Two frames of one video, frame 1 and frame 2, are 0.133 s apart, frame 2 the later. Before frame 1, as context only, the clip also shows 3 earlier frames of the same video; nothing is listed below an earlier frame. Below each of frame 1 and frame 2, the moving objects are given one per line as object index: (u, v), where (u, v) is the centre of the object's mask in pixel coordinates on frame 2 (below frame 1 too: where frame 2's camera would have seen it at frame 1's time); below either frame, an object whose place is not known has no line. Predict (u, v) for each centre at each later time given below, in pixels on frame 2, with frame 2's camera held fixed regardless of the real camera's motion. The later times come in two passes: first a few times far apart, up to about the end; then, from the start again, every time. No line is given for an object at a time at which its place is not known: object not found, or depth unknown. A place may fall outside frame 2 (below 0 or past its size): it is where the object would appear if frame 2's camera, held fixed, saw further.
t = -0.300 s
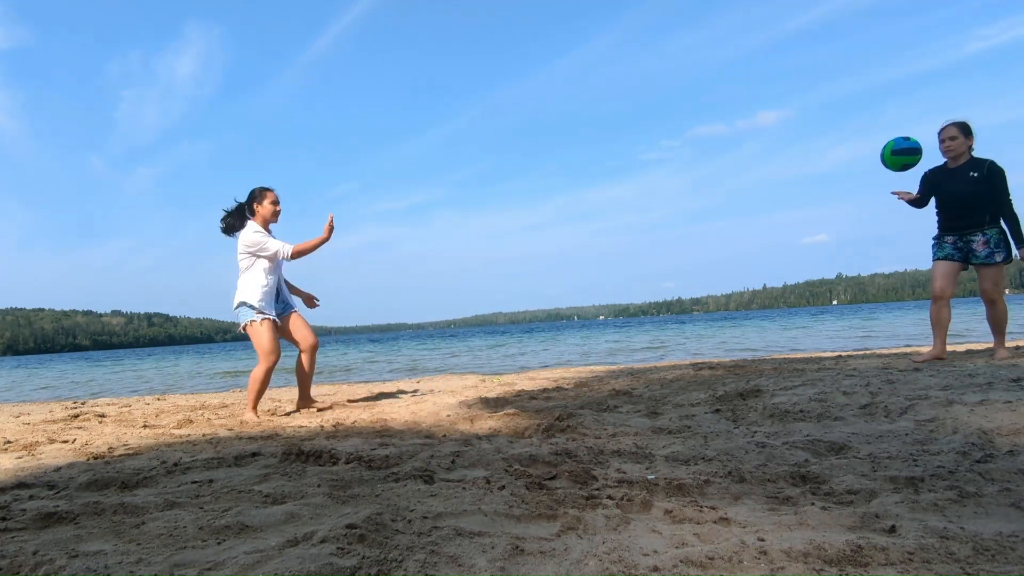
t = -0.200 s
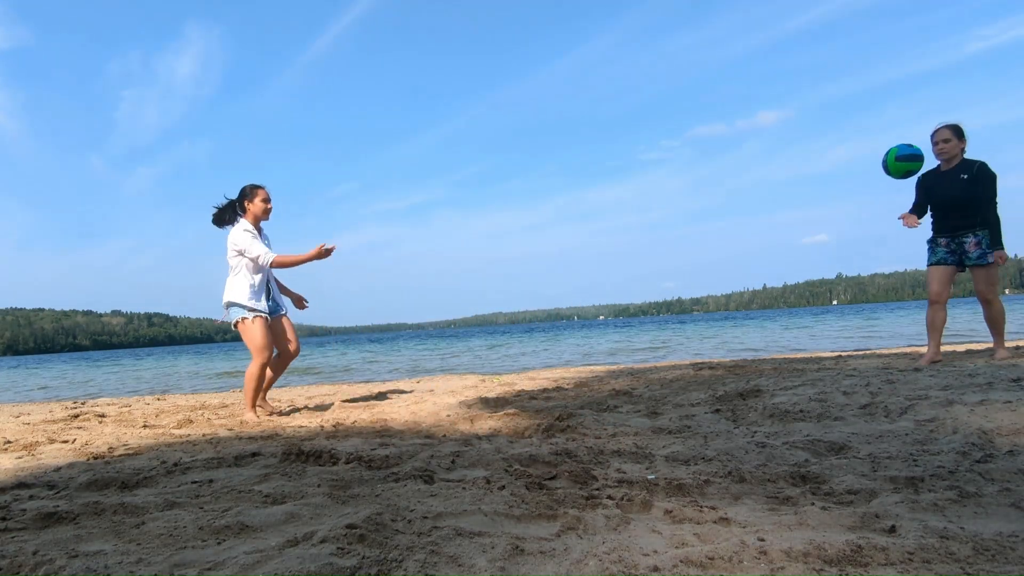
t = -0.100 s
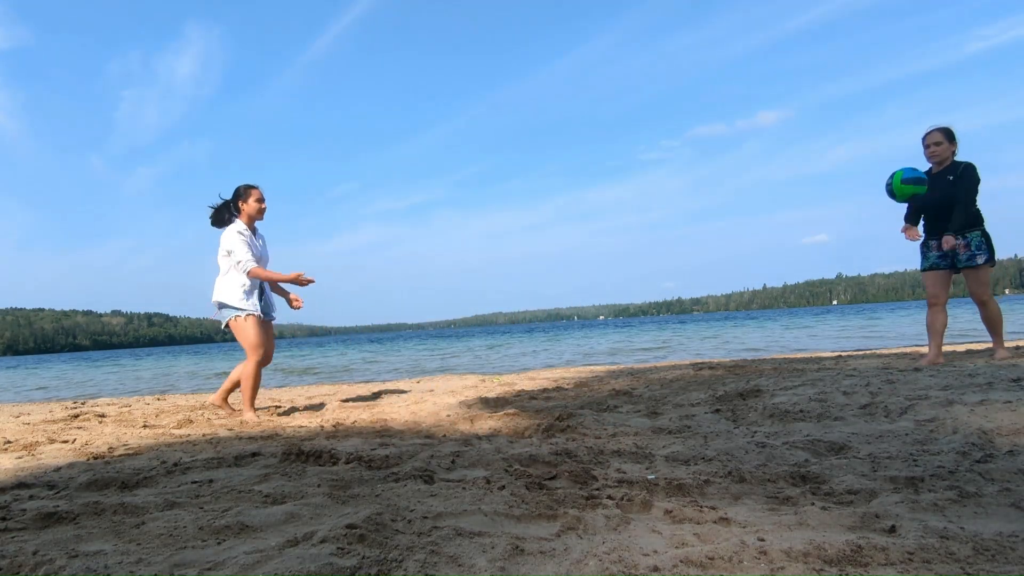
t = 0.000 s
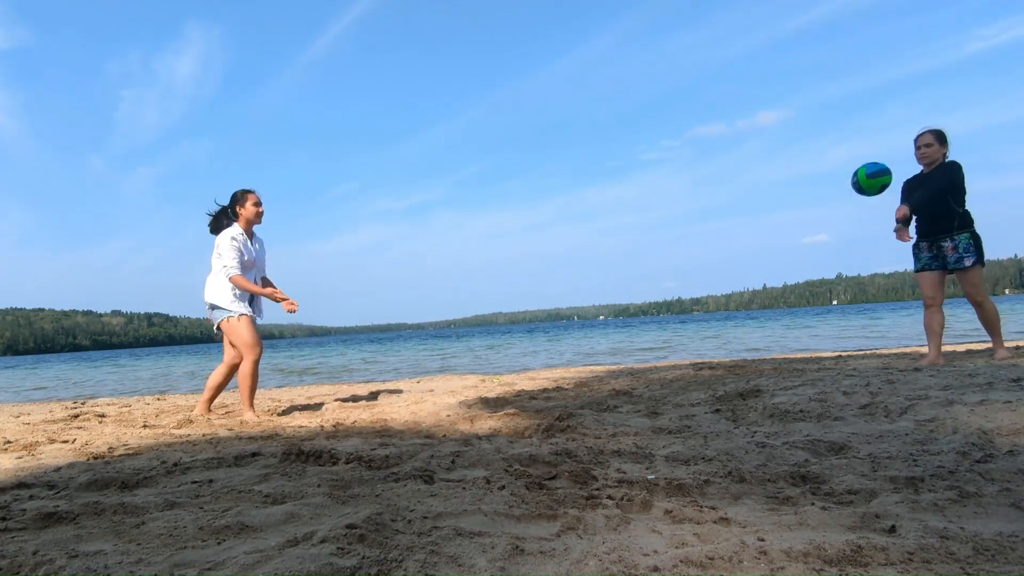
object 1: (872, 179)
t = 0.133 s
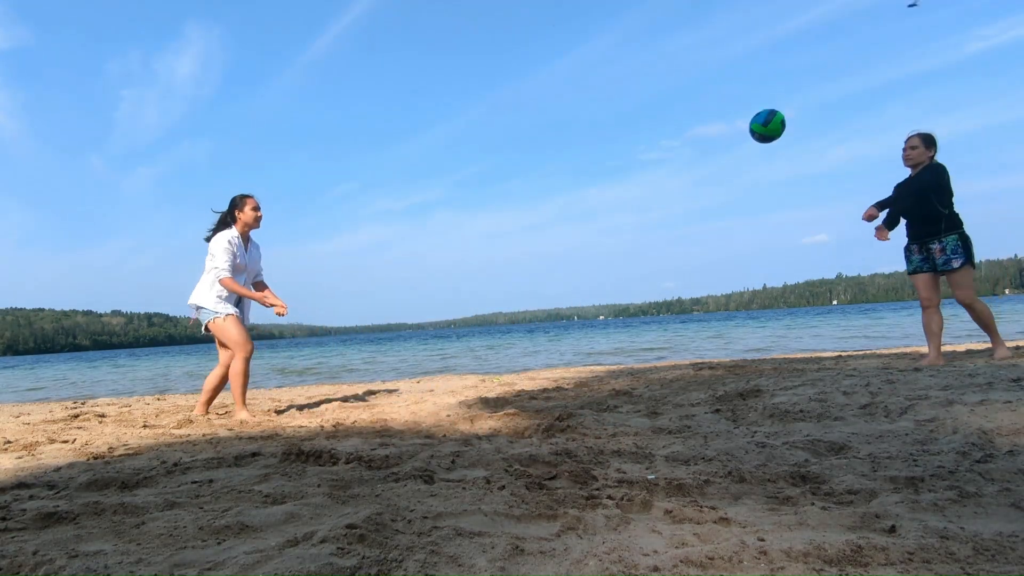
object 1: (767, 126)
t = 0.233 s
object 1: (695, 106)
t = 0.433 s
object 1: (566, 117)
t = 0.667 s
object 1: (433, 205)
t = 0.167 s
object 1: (743, 118)
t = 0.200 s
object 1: (719, 111)
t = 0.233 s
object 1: (695, 106)
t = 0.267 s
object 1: (673, 104)
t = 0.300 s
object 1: (650, 103)
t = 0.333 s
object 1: (629, 104)
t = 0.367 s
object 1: (607, 106)
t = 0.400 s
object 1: (586, 111)
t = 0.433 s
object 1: (566, 117)
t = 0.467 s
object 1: (546, 125)
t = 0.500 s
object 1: (526, 134)
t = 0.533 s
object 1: (507, 145)
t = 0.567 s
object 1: (488, 158)
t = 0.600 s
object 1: (469, 172)
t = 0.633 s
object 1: (451, 188)
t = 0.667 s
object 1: (433, 205)
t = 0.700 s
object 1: (415, 224)
